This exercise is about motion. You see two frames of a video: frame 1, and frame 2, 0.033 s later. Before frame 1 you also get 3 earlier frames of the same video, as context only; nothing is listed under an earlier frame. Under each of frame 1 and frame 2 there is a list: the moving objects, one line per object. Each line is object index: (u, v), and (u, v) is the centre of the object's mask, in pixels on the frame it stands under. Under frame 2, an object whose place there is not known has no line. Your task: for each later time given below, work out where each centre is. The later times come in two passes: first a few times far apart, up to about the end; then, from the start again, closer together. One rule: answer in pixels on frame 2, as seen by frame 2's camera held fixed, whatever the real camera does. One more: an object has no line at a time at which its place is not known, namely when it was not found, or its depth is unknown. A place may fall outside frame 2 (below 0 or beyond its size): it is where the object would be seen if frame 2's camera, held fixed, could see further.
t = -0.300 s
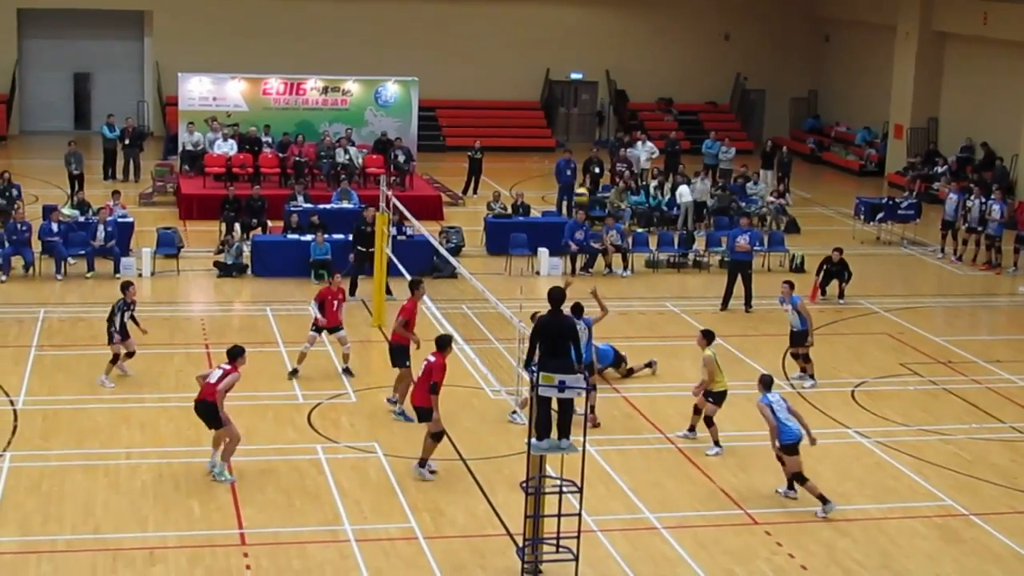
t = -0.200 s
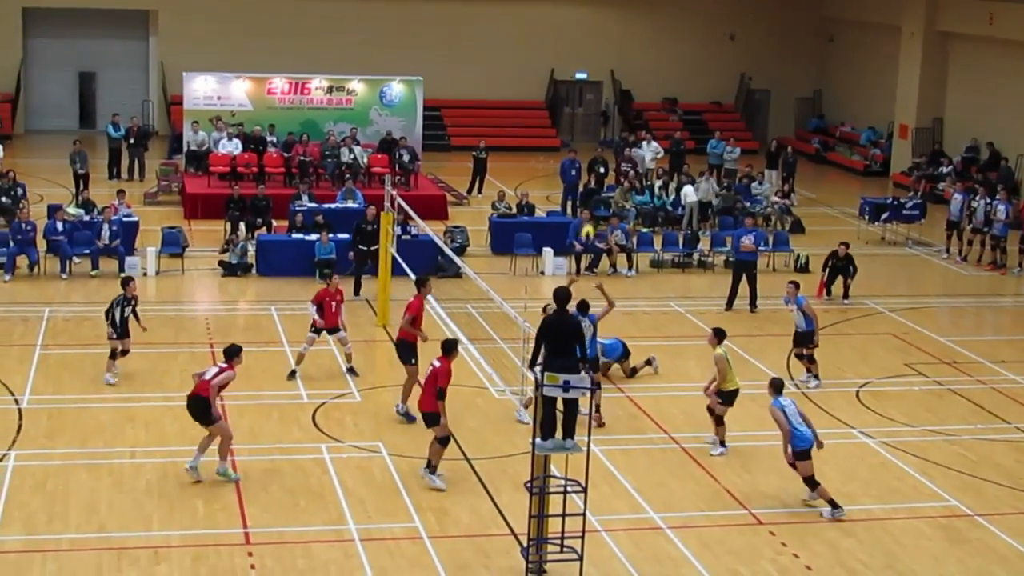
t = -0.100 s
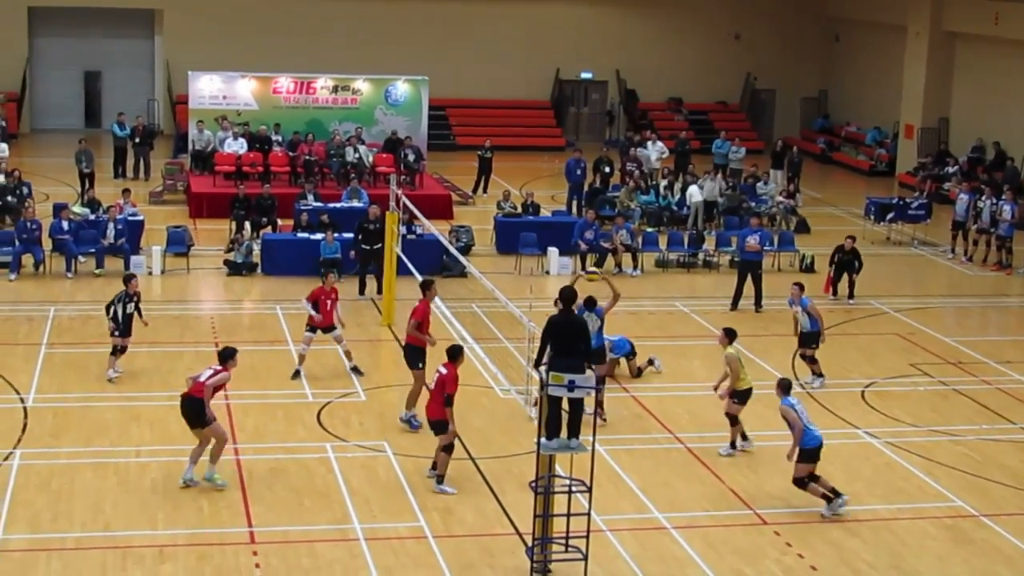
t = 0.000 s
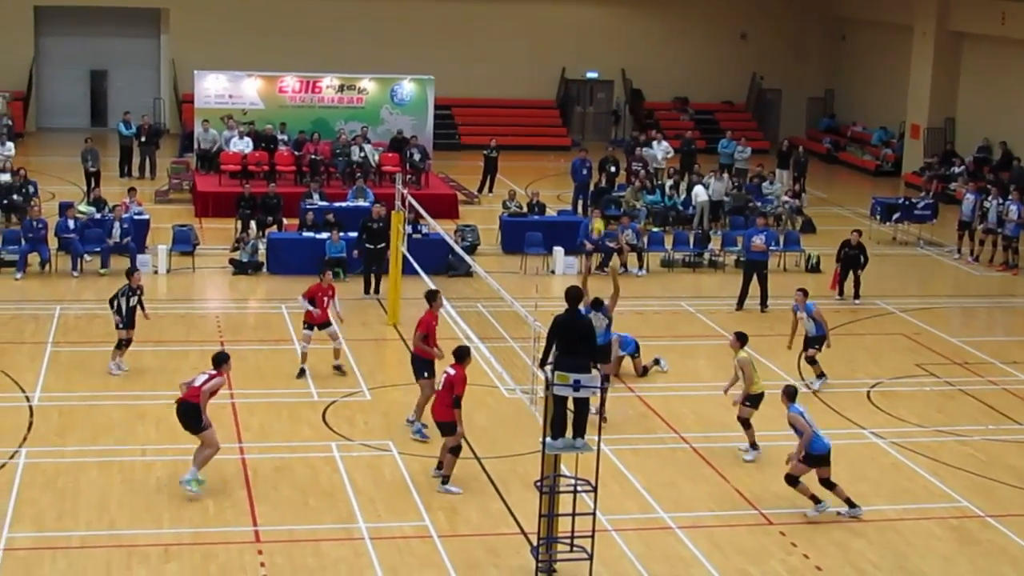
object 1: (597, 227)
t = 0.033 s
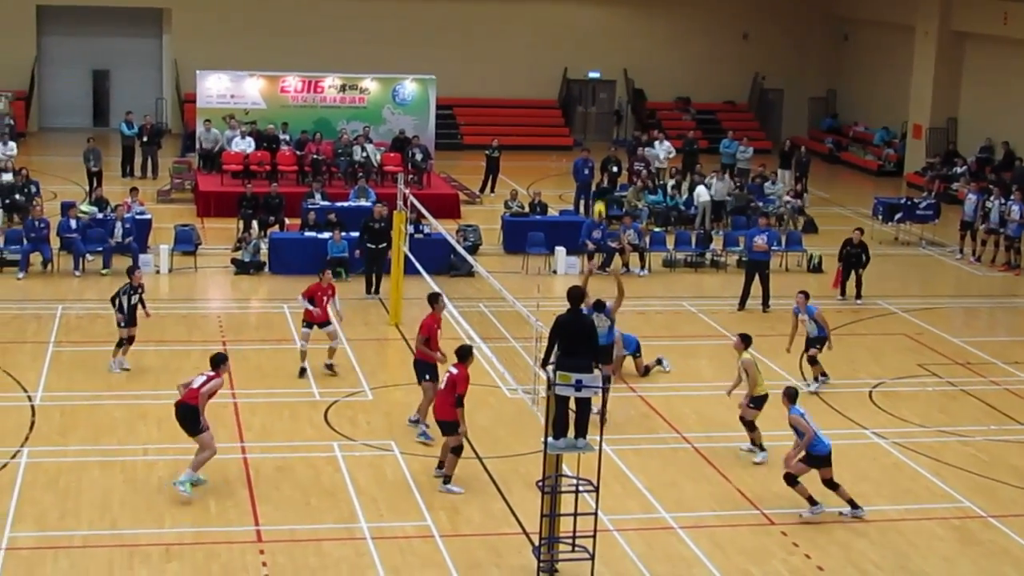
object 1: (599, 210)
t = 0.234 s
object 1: (595, 123)
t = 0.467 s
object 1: (588, 56)
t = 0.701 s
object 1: (576, 28)
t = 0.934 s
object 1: (562, 46)
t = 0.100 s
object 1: (597, 178)
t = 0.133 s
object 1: (597, 162)
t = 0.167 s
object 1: (596, 147)
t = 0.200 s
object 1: (595, 136)
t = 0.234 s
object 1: (595, 123)
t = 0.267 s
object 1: (594, 112)
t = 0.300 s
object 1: (594, 101)
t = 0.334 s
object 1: (592, 89)
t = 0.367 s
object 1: (591, 82)
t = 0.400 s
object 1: (590, 71)
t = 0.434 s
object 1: (589, 62)
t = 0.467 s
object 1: (588, 56)
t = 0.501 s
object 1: (586, 49)
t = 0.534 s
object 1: (584, 43)
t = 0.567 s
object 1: (582, 38)
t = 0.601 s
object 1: (581, 34)
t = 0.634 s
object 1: (579, 31)
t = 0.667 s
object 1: (578, 29)
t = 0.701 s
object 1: (576, 28)
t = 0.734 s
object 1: (574, 26)
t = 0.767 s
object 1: (571, 29)
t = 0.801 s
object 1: (569, 29)
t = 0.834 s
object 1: (568, 33)
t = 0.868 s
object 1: (565, 36)
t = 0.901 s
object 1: (563, 41)
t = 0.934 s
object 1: (562, 46)
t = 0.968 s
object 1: (559, 51)
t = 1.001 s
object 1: (557, 58)
